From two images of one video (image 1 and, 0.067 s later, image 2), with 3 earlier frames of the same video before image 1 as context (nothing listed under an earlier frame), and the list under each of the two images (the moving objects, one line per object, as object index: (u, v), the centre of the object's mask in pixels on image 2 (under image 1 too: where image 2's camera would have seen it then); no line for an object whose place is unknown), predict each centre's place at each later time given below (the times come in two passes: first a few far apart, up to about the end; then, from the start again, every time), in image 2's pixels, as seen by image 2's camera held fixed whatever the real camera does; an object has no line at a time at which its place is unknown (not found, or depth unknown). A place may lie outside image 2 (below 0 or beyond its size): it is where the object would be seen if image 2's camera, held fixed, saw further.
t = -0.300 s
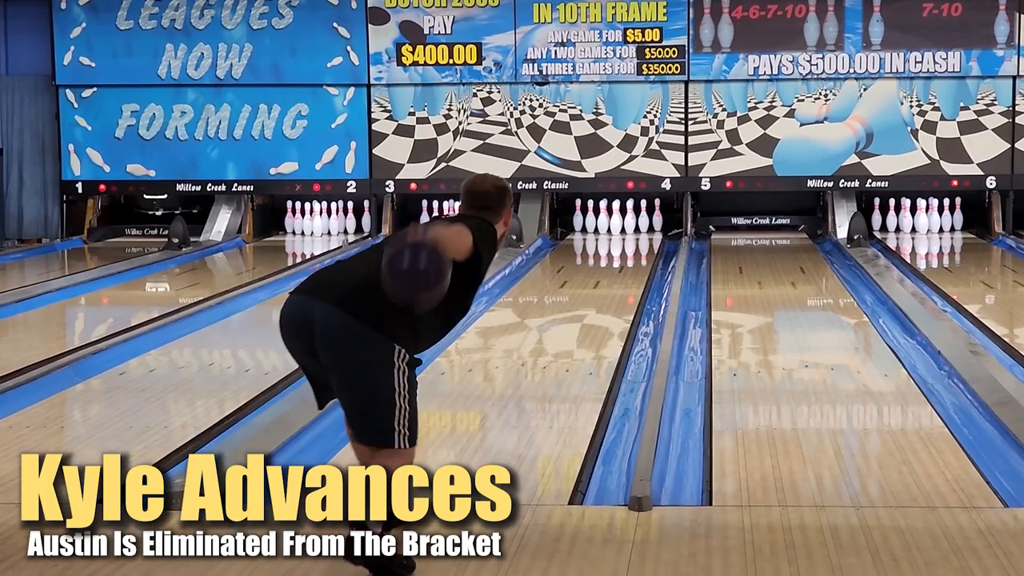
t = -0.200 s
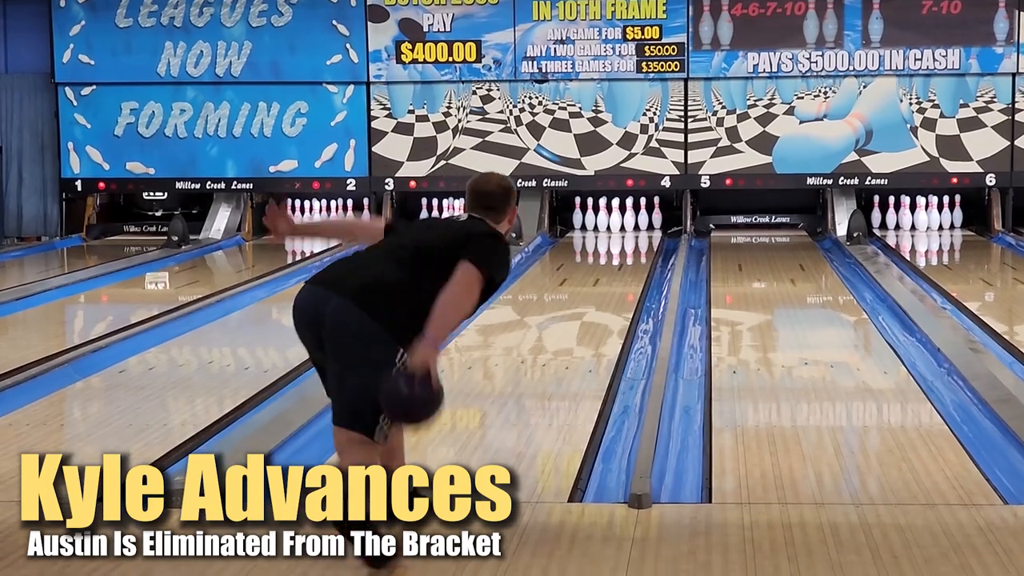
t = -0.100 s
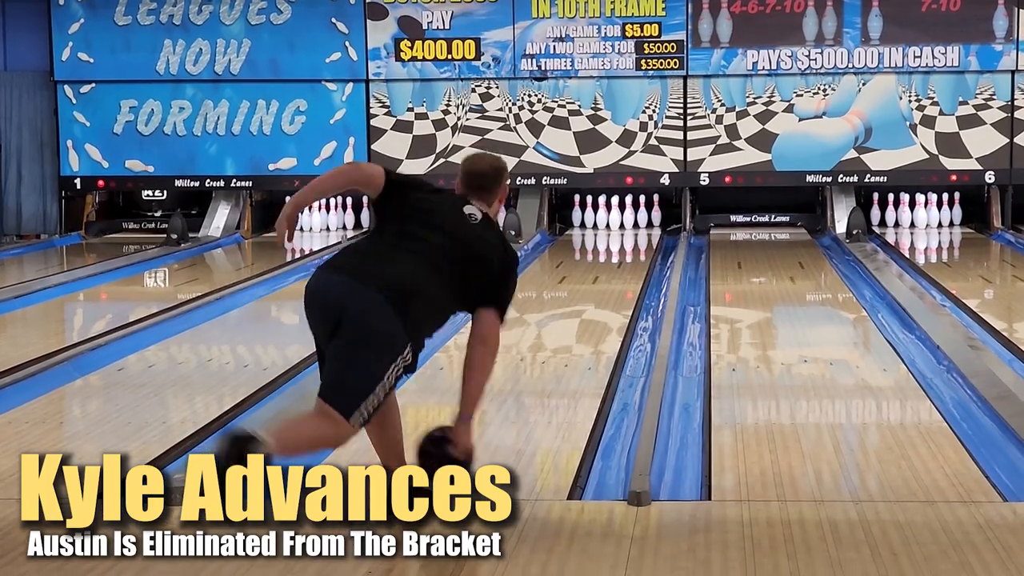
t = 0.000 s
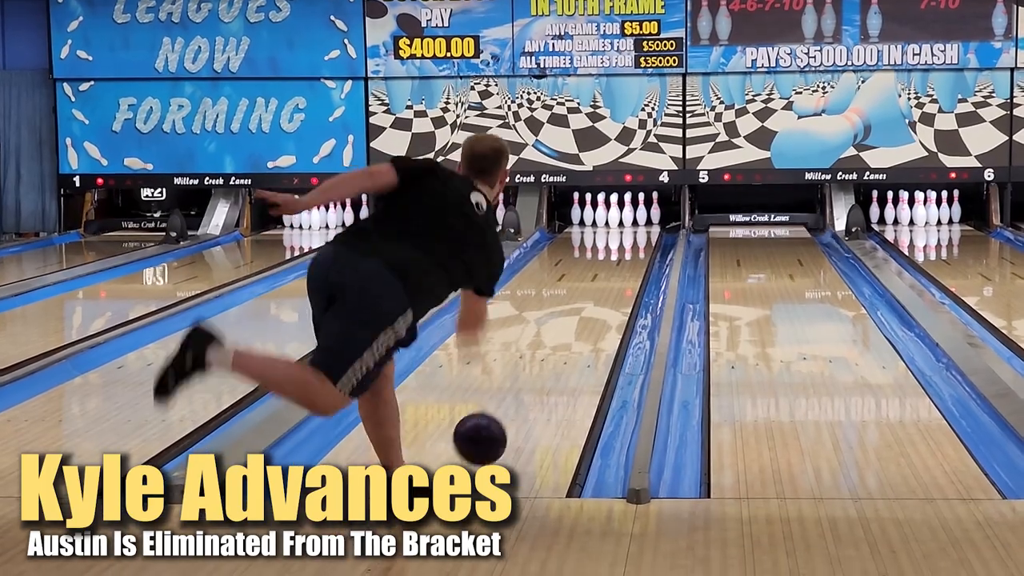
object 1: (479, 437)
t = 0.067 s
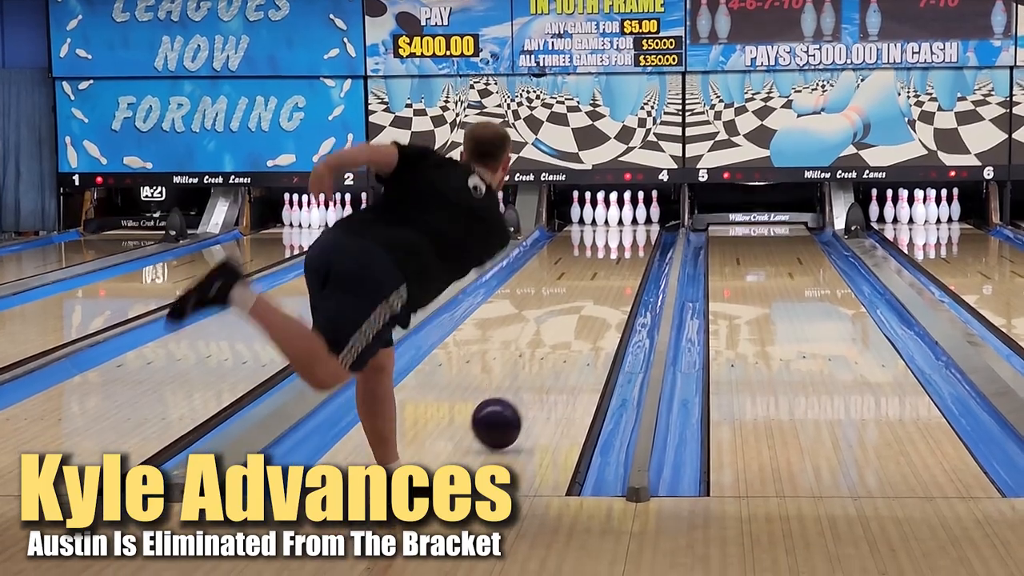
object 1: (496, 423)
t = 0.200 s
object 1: (524, 392)
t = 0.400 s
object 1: (556, 353)
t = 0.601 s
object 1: (579, 322)
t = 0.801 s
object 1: (597, 298)
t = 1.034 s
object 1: (612, 276)
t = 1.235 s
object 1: (621, 260)
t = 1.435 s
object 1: (627, 246)
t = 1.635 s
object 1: (630, 235)
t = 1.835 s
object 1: (629, 226)
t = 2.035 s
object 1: (627, 218)
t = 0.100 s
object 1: (504, 417)
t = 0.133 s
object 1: (511, 409)
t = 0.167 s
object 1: (518, 400)
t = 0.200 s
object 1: (524, 392)
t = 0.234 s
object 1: (530, 385)
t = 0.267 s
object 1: (536, 378)
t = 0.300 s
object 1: (541, 371)
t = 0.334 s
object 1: (546, 365)
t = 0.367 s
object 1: (551, 359)
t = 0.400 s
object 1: (556, 353)
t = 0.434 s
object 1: (560, 347)
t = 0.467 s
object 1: (564, 342)
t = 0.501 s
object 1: (569, 336)
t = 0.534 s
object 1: (572, 331)
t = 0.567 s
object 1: (576, 326)
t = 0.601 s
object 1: (579, 322)
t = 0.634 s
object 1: (583, 318)
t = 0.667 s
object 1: (586, 313)
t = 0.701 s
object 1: (589, 309)
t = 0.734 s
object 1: (591, 305)
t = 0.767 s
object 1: (594, 302)
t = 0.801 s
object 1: (597, 298)
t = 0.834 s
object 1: (599, 294)
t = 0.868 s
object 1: (602, 291)
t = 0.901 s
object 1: (604, 288)
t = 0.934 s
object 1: (606, 285)
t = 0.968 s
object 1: (608, 282)
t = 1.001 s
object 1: (610, 278)
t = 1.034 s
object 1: (612, 276)
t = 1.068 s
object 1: (614, 273)
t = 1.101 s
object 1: (616, 270)
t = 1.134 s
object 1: (617, 268)
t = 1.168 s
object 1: (618, 265)
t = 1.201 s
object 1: (620, 263)
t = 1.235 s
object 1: (621, 260)
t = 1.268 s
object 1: (622, 258)
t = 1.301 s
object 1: (623, 256)
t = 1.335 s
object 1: (624, 253)
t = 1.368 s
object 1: (626, 251)
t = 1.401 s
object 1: (626, 249)
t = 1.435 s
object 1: (627, 246)
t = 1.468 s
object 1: (627, 244)
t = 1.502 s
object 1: (628, 243)
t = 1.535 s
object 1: (628, 241)
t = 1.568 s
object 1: (629, 239)
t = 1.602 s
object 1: (629, 237)
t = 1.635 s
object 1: (630, 235)
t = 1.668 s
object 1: (629, 234)
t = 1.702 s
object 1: (630, 232)
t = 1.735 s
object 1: (630, 231)
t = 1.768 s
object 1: (629, 229)
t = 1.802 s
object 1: (629, 228)
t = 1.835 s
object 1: (629, 226)
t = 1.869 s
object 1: (629, 225)
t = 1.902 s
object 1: (629, 223)
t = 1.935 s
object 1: (628, 222)
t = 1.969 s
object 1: (628, 220)
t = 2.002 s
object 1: (628, 219)
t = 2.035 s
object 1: (627, 218)
